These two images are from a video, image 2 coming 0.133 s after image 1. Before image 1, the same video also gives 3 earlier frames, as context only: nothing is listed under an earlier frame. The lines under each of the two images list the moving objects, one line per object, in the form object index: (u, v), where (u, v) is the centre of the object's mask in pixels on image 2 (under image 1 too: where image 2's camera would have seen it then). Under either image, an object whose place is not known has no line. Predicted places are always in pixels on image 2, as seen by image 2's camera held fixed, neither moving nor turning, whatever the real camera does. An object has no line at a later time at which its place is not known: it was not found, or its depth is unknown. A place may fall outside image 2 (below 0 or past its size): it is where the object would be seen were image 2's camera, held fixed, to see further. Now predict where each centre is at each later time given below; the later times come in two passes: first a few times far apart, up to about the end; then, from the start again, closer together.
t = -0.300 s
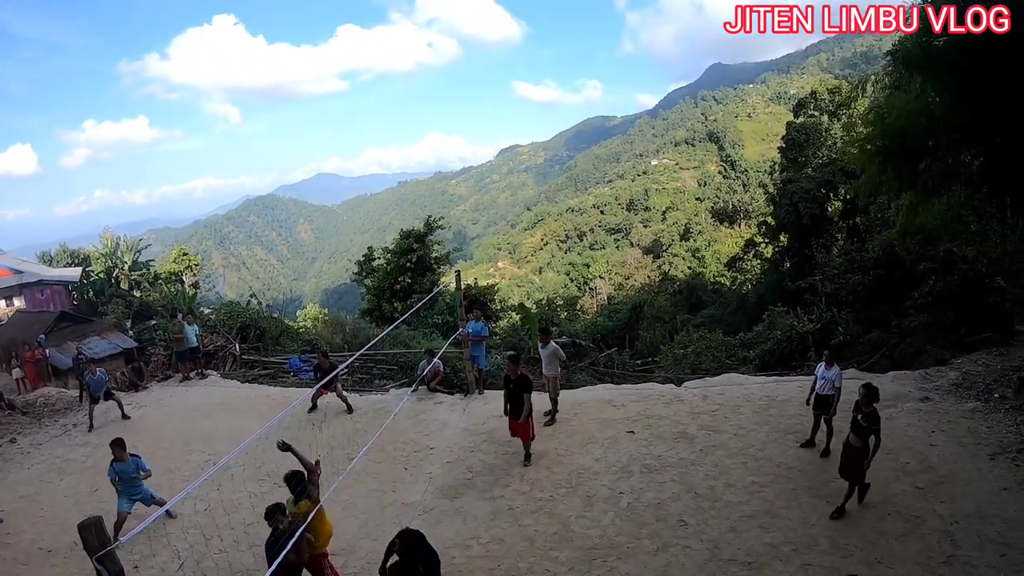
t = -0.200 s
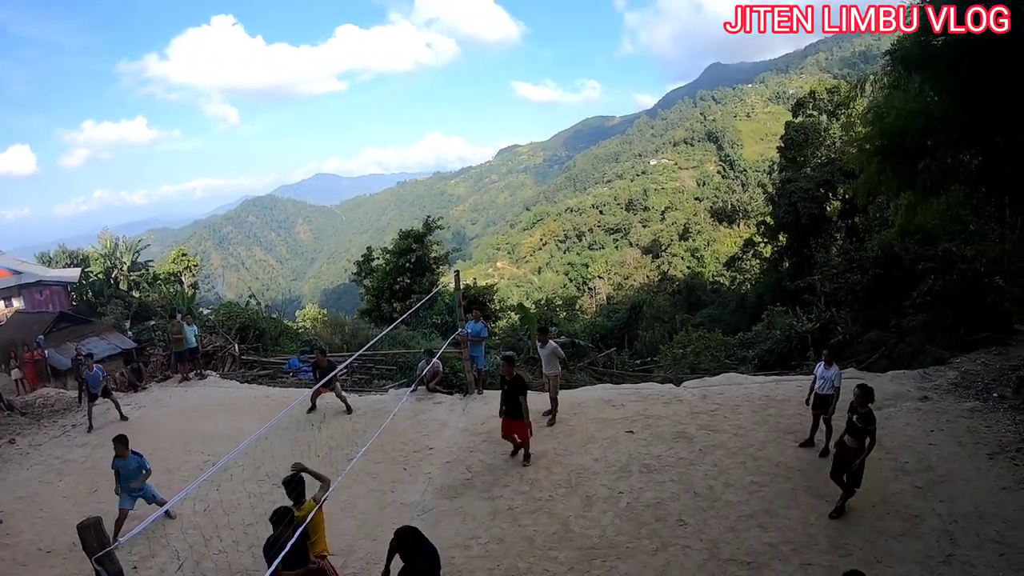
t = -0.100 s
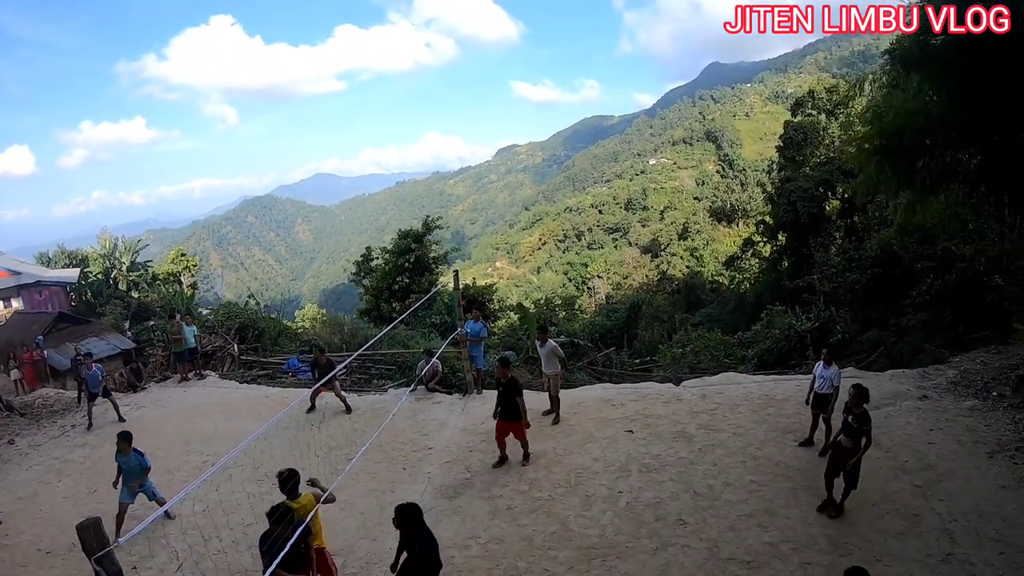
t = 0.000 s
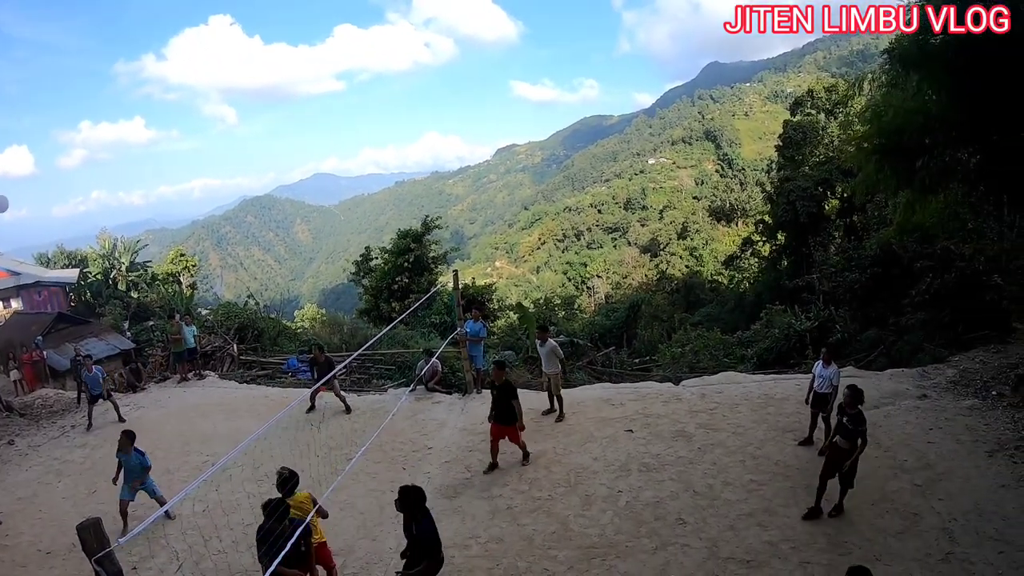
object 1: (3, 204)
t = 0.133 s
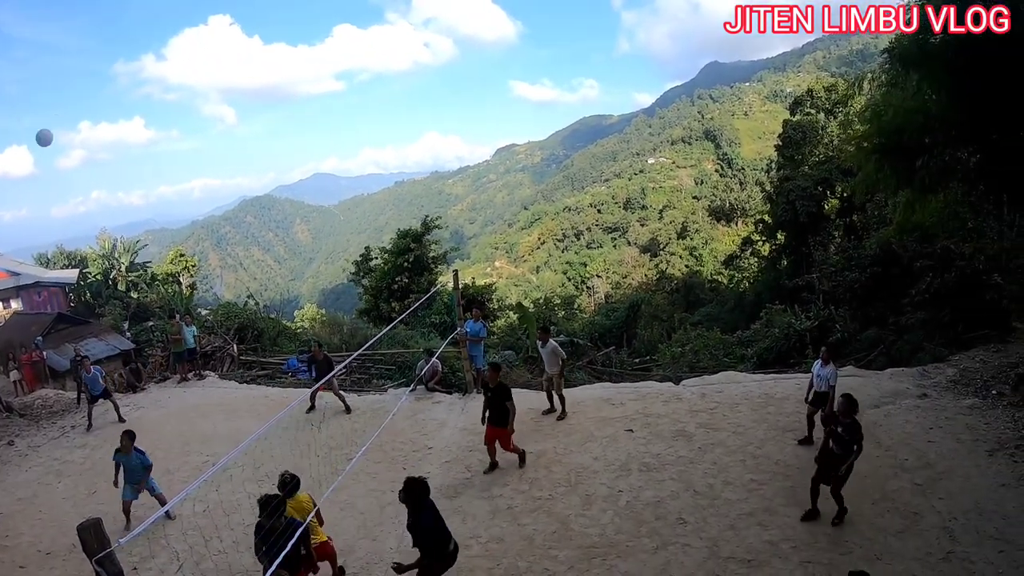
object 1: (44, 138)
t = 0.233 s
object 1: (80, 100)
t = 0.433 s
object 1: (154, 56)
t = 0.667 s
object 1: (236, 50)
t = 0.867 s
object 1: (300, 78)
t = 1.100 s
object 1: (367, 141)
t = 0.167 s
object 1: (56, 124)
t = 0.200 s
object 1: (68, 111)
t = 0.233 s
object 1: (80, 100)
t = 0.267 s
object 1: (92, 90)
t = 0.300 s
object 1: (105, 81)
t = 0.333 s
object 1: (117, 73)
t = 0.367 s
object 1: (129, 66)
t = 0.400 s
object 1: (142, 61)
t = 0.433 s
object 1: (154, 56)
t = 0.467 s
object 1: (166, 52)
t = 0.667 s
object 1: (236, 50)
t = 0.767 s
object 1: (269, 61)
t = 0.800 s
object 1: (279, 66)
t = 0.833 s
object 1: (290, 72)
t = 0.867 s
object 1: (300, 78)
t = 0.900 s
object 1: (310, 85)
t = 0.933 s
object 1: (320, 93)
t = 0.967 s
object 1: (330, 102)
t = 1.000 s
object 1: (340, 111)
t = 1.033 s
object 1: (349, 120)
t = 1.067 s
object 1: (358, 131)
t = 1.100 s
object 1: (367, 141)
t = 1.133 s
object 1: (376, 153)
